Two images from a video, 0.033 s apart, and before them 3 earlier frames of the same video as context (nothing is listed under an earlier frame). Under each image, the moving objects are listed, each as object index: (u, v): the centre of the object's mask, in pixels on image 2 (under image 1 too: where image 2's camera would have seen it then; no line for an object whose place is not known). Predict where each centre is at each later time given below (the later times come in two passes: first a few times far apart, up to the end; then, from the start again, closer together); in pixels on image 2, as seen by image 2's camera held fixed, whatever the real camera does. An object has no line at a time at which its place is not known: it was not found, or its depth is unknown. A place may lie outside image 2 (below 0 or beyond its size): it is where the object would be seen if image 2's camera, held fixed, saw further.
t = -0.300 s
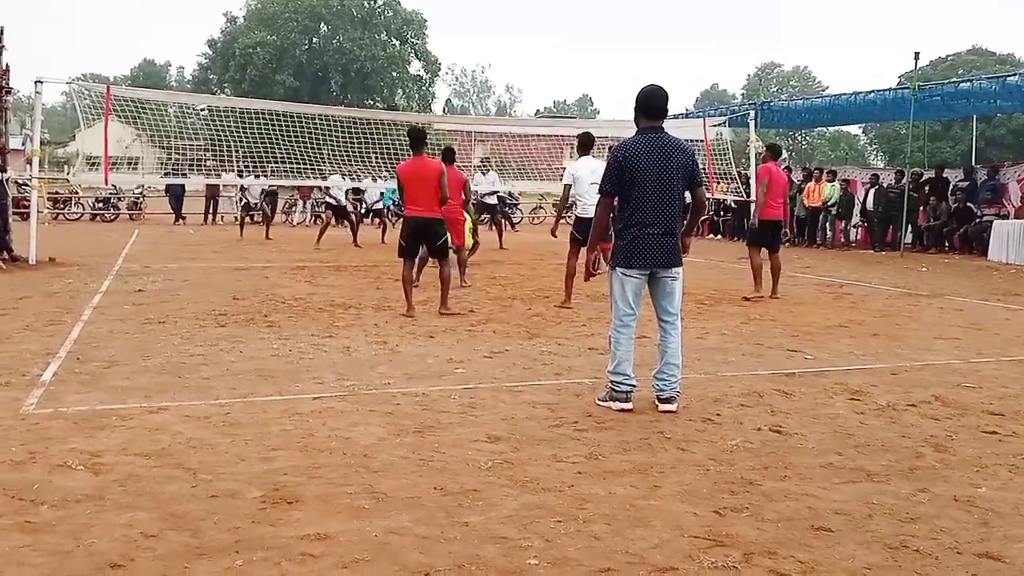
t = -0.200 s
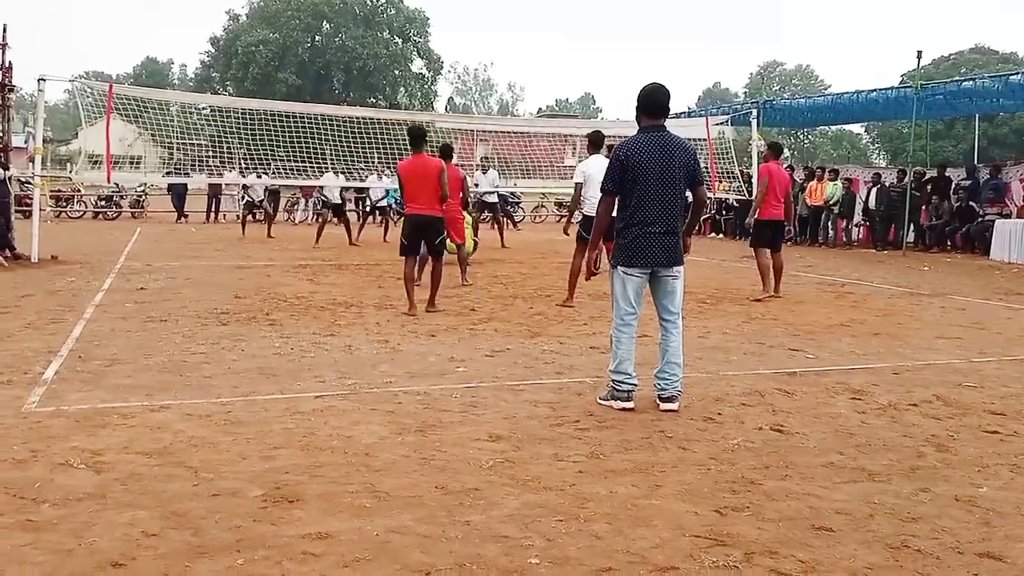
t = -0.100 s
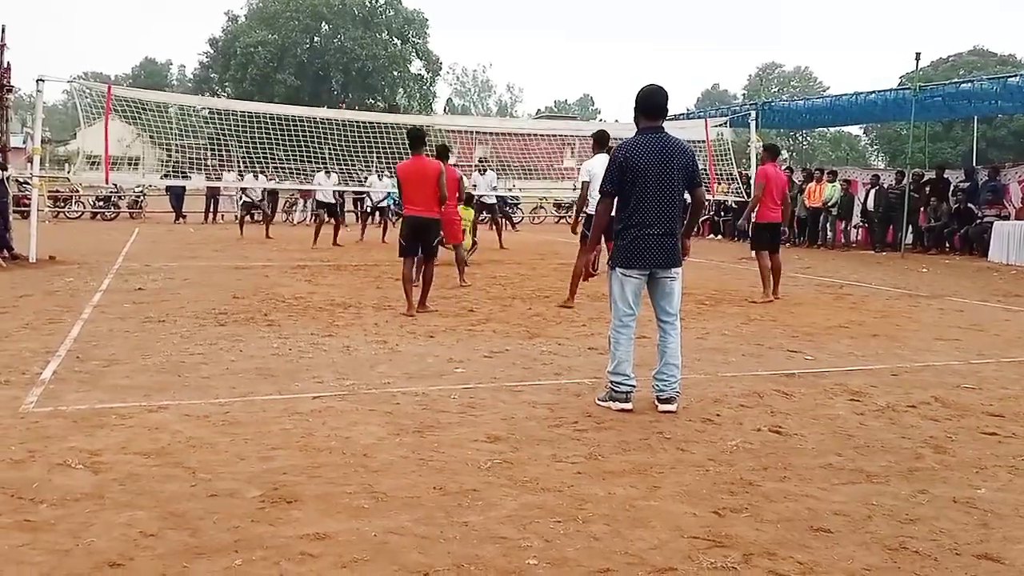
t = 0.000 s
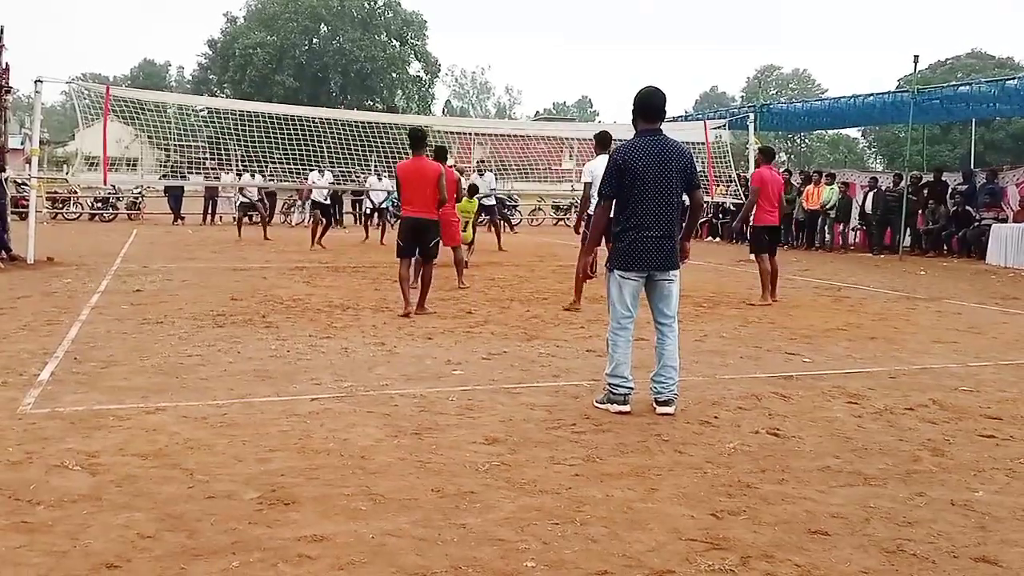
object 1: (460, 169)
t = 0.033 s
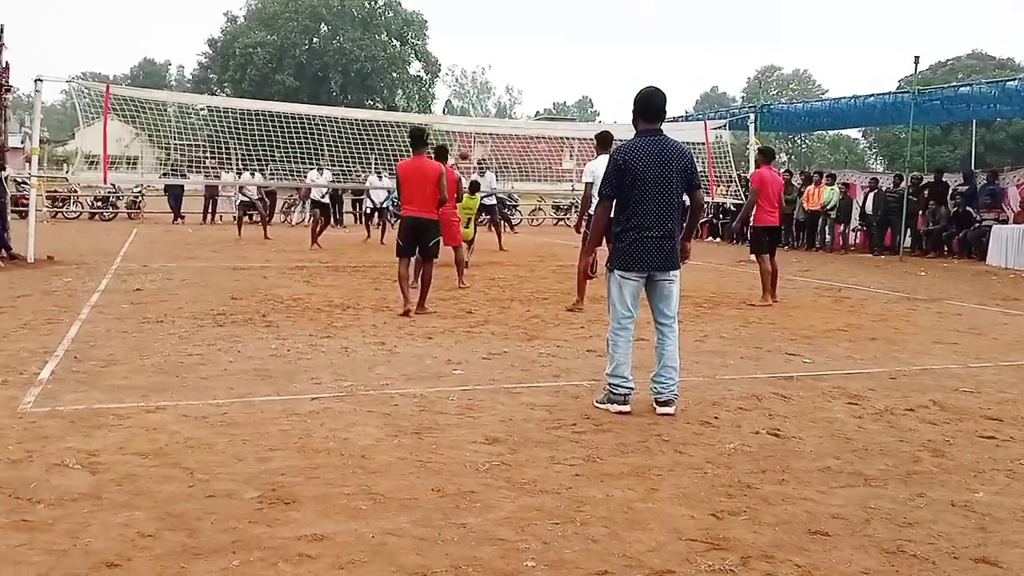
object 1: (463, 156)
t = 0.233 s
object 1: (480, 90)
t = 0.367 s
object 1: (494, 51)
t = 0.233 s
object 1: (480, 90)
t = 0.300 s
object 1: (487, 68)
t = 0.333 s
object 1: (491, 60)
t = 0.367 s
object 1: (494, 51)
